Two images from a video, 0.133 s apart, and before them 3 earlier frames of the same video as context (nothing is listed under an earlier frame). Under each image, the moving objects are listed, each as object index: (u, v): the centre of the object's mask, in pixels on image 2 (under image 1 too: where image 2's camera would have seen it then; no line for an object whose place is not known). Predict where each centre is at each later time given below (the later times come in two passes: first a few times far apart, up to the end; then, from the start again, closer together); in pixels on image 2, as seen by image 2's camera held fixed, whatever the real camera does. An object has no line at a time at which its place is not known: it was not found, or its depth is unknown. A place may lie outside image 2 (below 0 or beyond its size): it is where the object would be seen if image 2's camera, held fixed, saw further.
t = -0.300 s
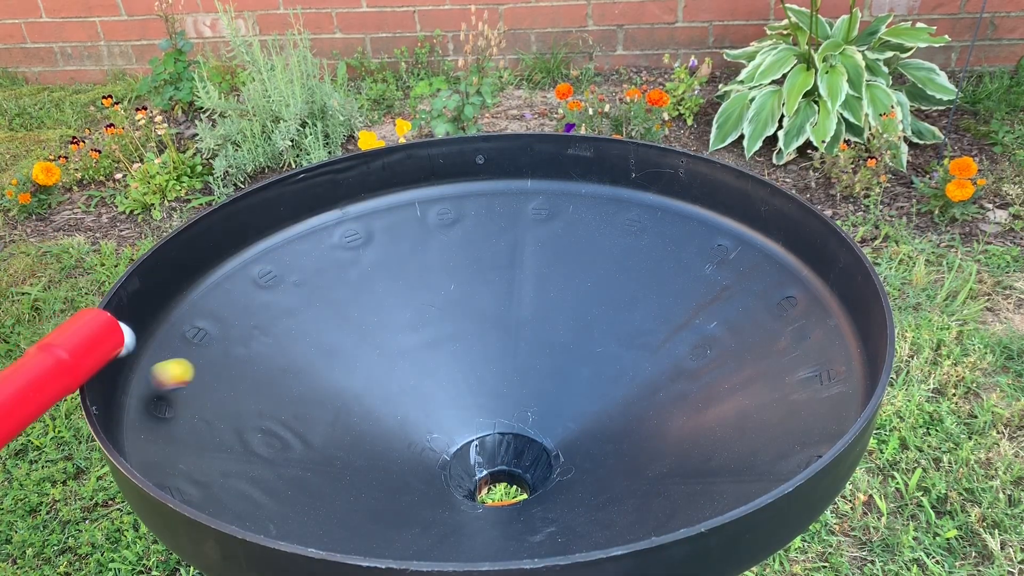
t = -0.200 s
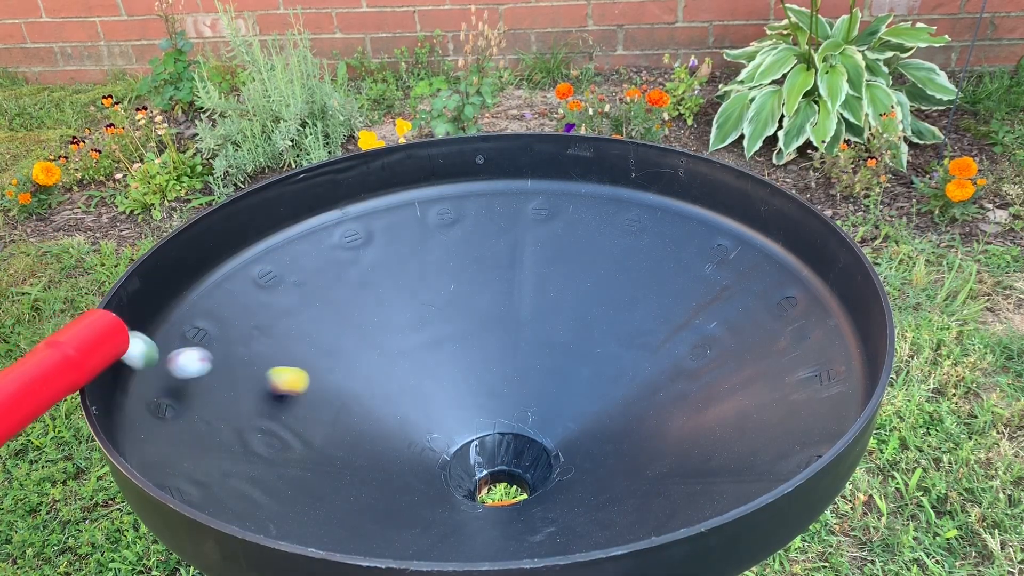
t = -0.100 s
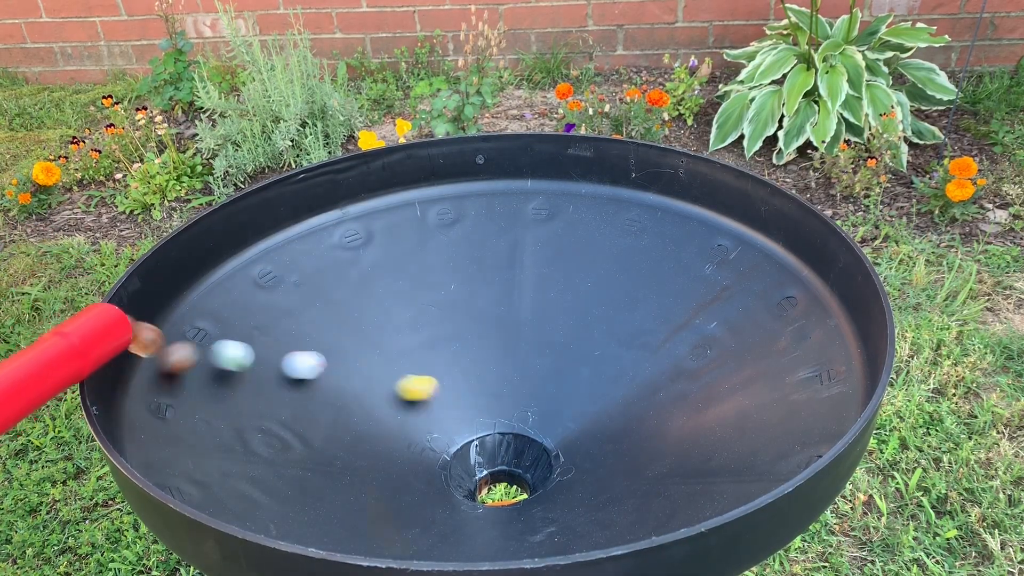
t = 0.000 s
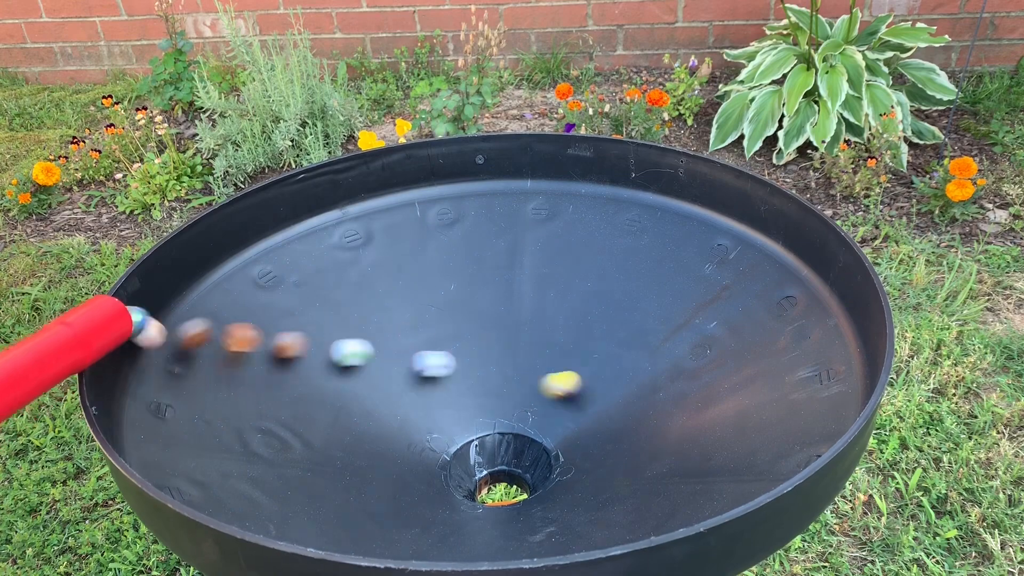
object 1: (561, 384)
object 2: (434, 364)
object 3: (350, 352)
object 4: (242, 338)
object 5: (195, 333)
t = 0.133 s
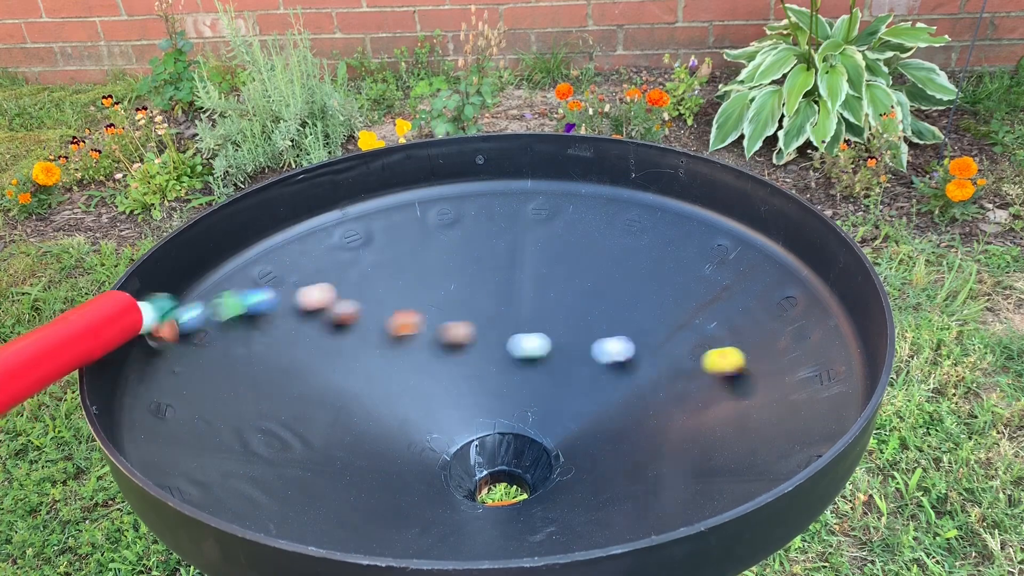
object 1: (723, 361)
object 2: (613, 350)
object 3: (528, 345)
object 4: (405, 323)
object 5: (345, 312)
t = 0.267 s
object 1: (840, 356)
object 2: (761, 338)
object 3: (694, 329)
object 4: (580, 306)
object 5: (509, 295)
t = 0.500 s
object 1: (754, 440)
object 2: (826, 393)
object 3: (844, 346)
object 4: (820, 300)
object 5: (769, 286)
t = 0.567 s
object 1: (682, 465)
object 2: (782, 426)
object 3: (827, 382)
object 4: (835, 318)
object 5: (816, 296)
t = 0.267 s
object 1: (840, 356)
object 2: (761, 338)
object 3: (694, 329)
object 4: (580, 306)
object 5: (509, 295)
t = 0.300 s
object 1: (853, 361)
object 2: (792, 339)
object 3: (730, 328)
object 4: (620, 302)
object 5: (551, 291)
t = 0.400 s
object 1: (828, 398)
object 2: (851, 348)
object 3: (822, 329)
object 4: (734, 295)
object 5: (668, 284)
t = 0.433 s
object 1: (807, 412)
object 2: (849, 361)
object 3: (844, 331)
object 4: (768, 297)
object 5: (705, 283)
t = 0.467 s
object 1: (785, 426)
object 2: (839, 376)
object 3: (846, 333)
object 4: (797, 298)
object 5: (738, 283)
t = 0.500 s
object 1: (754, 440)
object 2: (826, 393)
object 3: (844, 346)
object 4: (820, 300)
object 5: (769, 286)
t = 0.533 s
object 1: (720, 452)
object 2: (806, 407)
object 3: (840, 369)
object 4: (832, 304)
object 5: (798, 290)
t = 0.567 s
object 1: (682, 465)
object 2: (782, 426)
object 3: (827, 382)
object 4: (835, 318)
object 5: (816, 296)
